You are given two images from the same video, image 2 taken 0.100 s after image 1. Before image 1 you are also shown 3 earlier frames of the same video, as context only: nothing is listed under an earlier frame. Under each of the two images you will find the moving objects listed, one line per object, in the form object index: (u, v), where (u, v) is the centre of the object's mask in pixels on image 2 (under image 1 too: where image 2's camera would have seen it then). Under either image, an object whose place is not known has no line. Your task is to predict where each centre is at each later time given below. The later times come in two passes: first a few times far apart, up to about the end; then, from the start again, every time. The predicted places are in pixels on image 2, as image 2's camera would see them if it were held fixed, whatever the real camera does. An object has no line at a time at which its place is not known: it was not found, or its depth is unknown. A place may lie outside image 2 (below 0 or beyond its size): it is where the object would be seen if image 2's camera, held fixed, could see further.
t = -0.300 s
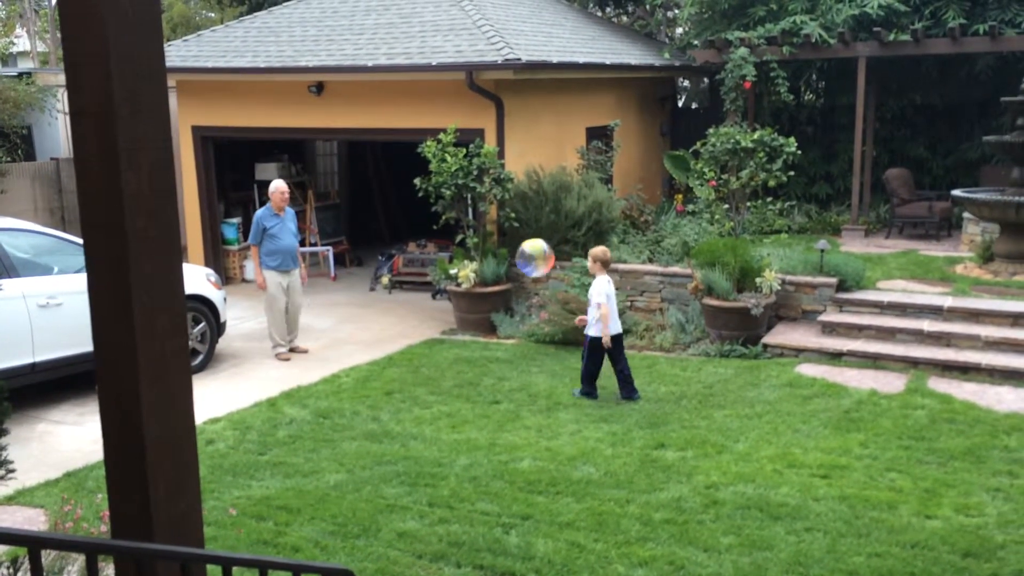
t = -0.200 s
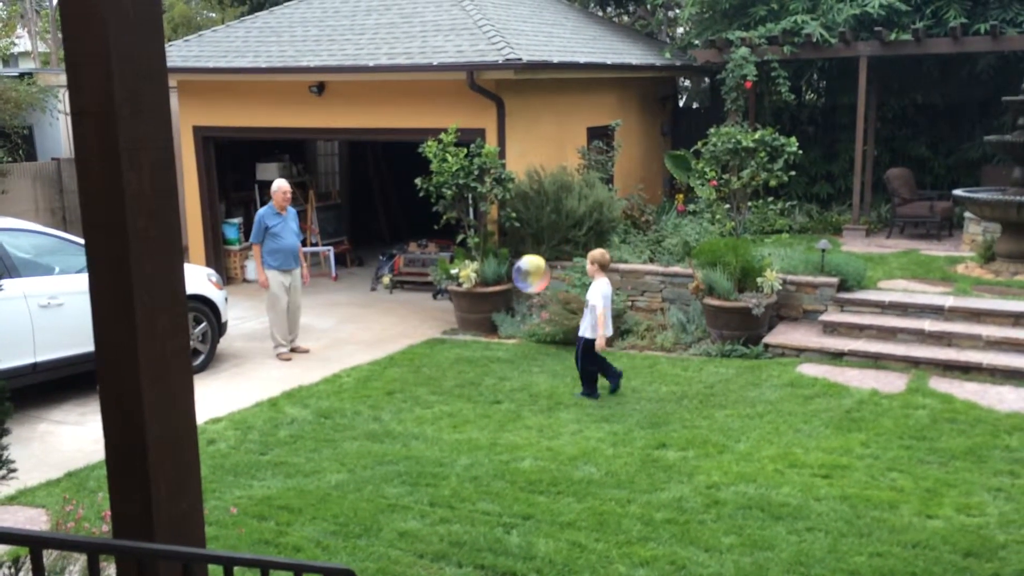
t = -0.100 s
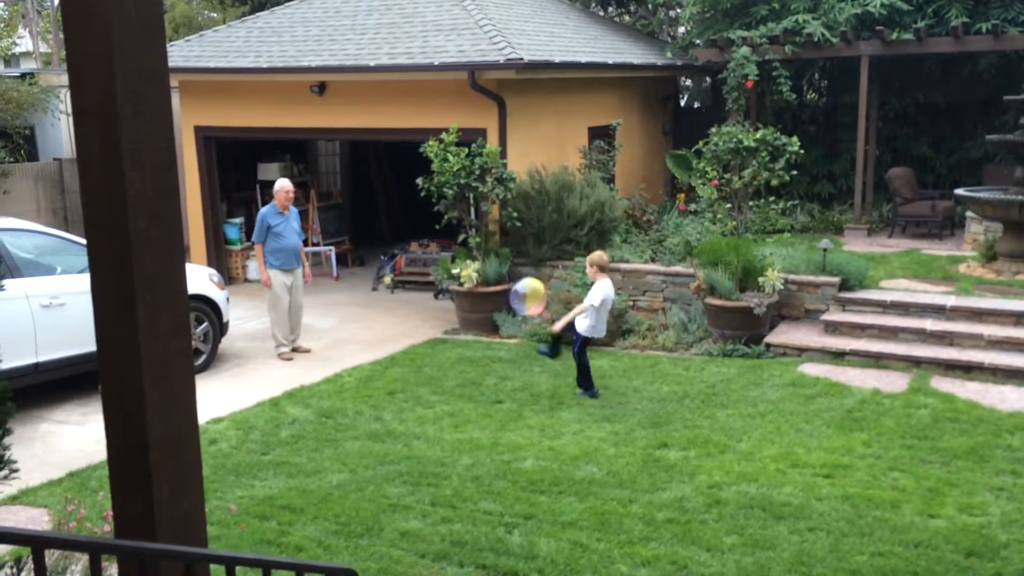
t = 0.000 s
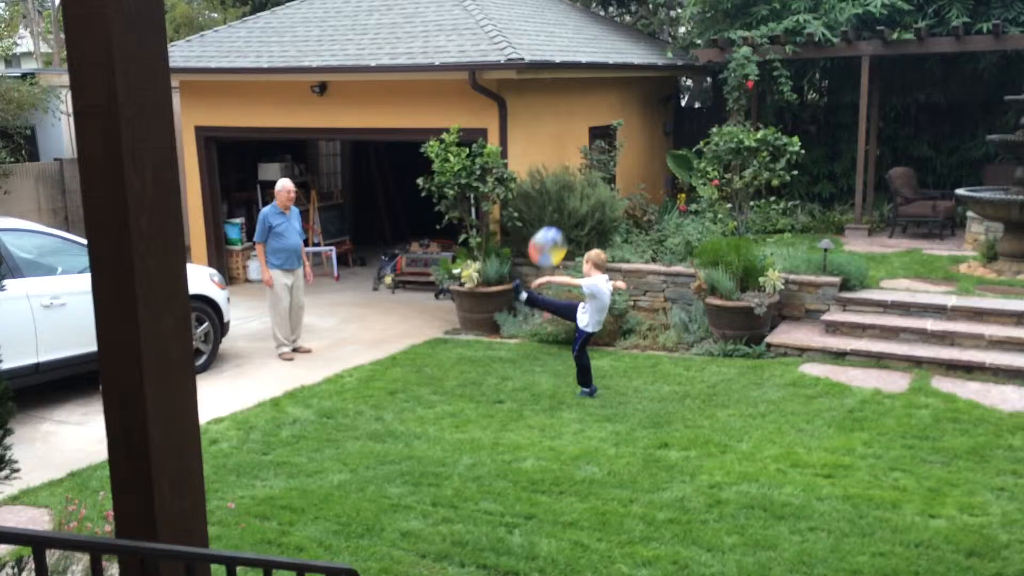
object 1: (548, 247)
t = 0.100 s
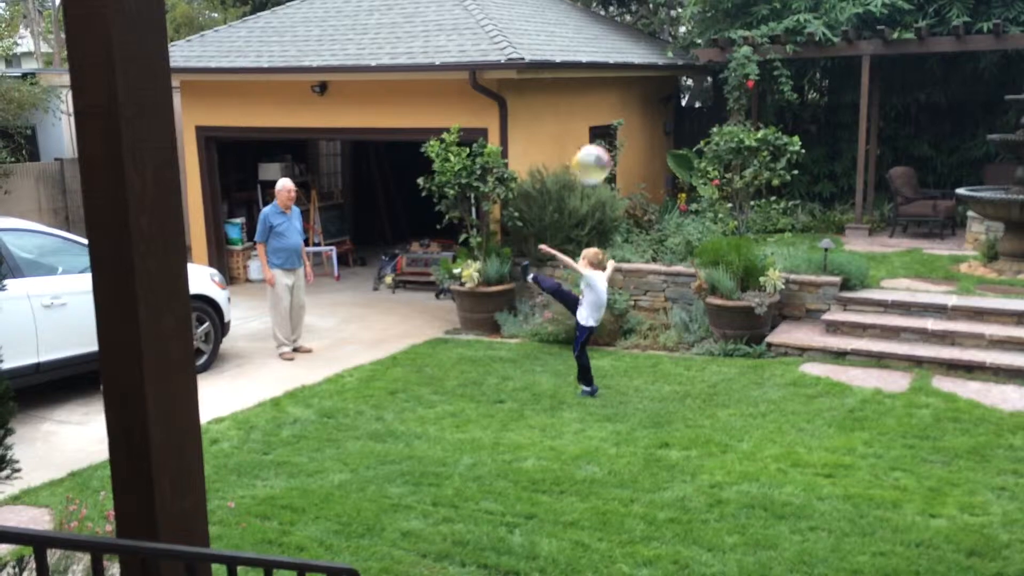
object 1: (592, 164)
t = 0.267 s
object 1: (668, 72)
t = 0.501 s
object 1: (770, 13)
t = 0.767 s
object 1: (869, 15)
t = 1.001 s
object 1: (931, 67)
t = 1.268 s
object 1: (979, 169)
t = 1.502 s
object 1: (995, 270)
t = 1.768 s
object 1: (1008, 317)
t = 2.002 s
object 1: (1021, 346)
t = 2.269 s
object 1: (1038, 369)
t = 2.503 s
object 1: (1052, 384)
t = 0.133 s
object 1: (607, 143)
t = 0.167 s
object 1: (623, 123)
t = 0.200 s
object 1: (638, 104)
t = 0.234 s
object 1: (653, 88)
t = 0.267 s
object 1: (668, 72)
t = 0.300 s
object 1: (682, 58)
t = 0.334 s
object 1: (697, 45)
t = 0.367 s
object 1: (712, 35)
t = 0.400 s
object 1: (727, 26)
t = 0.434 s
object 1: (742, 19)
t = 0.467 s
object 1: (756, 16)
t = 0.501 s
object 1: (770, 13)
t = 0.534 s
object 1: (784, 11)
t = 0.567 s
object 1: (797, 10)
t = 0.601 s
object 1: (810, 10)
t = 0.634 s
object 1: (823, 10)
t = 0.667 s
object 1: (836, 10)
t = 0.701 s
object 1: (847, 12)
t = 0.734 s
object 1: (858, 13)
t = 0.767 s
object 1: (869, 15)
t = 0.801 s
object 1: (879, 19)
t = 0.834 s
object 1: (888, 24)
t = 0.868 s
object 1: (897, 31)
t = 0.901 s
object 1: (906, 38)
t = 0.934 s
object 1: (915, 48)
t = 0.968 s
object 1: (923, 57)
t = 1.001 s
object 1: (931, 67)
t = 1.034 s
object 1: (938, 78)
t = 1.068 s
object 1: (945, 90)
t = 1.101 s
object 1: (951, 102)
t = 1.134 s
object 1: (958, 115)
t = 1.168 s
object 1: (964, 128)
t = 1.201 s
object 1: (969, 141)
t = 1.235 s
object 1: (974, 155)
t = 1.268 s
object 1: (979, 169)
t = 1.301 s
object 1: (983, 183)
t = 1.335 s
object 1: (986, 198)
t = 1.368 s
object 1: (988, 212)
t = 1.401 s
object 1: (991, 226)
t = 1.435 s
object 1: (992, 241)
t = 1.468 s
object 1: (993, 254)
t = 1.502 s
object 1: (995, 270)
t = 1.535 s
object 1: (995, 283)
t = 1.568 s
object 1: (994, 300)
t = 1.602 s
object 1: (996, 308)
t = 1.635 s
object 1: (998, 312)
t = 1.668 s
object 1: (1001, 314)
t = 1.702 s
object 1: (1003, 315)
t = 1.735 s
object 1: (1006, 315)
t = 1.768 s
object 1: (1008, 317)
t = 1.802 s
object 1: (1010, 318)
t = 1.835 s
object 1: (1012, 321)
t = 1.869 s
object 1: (1014, 325)
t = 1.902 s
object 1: (1015, 330)
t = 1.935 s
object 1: (1017, 334)
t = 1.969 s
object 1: (1019, 340)
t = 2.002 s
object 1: (1021, 346)
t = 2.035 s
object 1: (1022, 349)
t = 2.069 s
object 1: (1025, 349)
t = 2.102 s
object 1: (1027, 350)
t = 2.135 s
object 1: (1029, 352)
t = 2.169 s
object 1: (1032, 354)
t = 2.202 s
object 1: (1033, 358)
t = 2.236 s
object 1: (1036, 363)
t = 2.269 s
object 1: (1038, 369)
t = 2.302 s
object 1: (1040, 374)
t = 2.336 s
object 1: (1041, 381)
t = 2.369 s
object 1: (1043, 384)
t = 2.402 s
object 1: (1045, 384)
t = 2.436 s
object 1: (1047, 382)
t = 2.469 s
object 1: (1049, 382)
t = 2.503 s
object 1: (1052, 384)
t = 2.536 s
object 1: (1054, 385)
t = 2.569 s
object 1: (1056, 387)
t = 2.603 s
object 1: (1058, 390)
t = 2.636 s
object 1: (1060, 393)
